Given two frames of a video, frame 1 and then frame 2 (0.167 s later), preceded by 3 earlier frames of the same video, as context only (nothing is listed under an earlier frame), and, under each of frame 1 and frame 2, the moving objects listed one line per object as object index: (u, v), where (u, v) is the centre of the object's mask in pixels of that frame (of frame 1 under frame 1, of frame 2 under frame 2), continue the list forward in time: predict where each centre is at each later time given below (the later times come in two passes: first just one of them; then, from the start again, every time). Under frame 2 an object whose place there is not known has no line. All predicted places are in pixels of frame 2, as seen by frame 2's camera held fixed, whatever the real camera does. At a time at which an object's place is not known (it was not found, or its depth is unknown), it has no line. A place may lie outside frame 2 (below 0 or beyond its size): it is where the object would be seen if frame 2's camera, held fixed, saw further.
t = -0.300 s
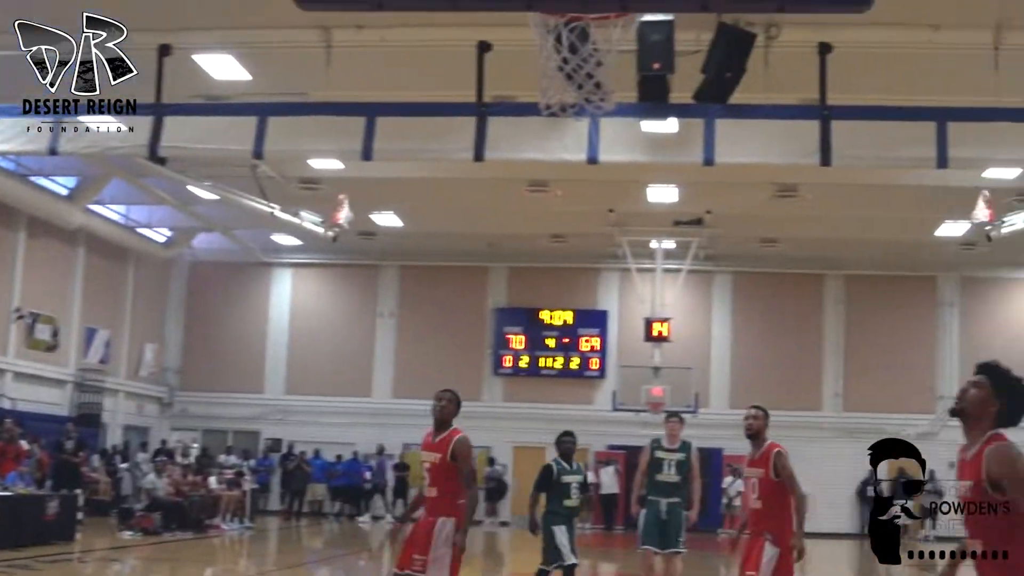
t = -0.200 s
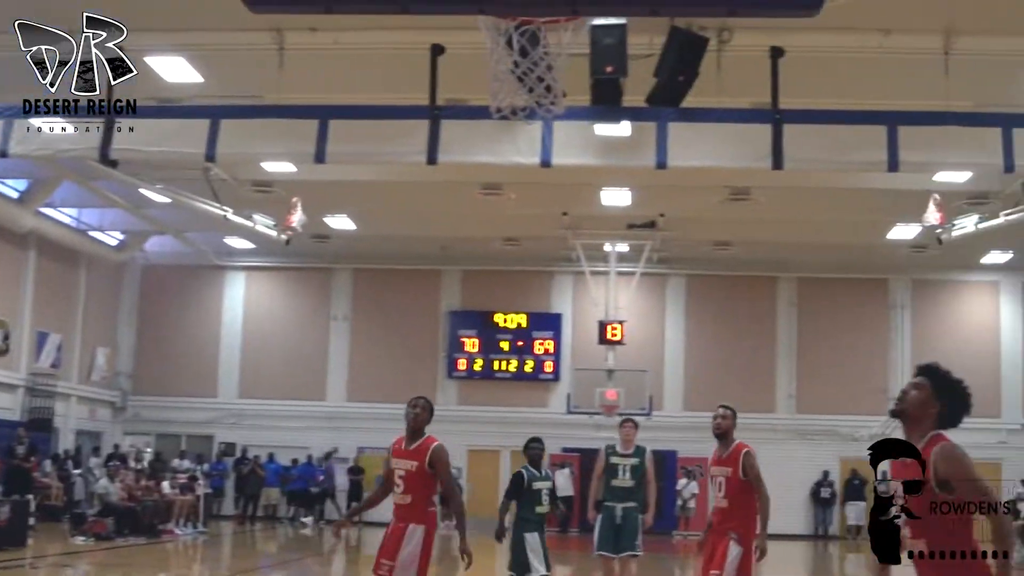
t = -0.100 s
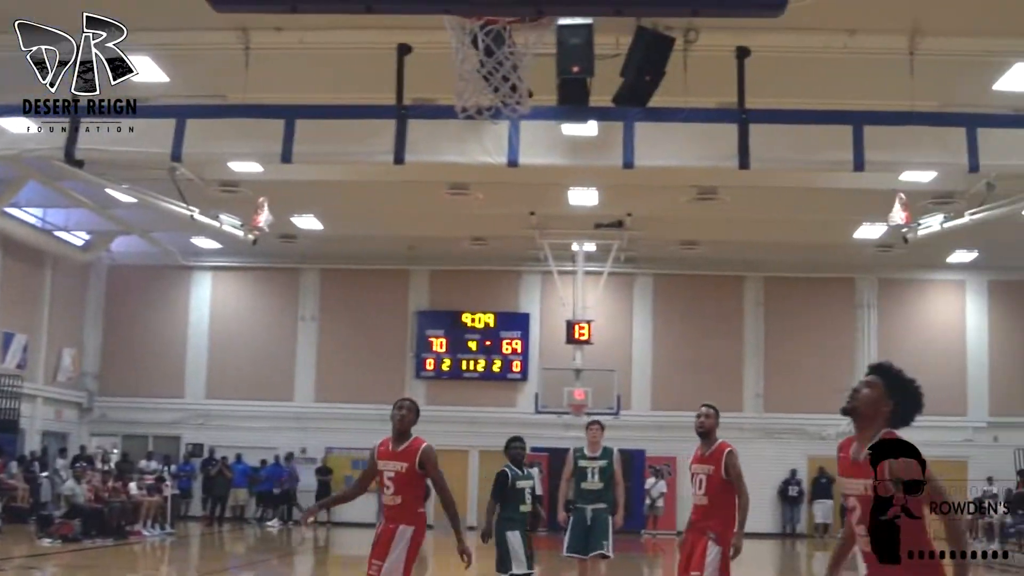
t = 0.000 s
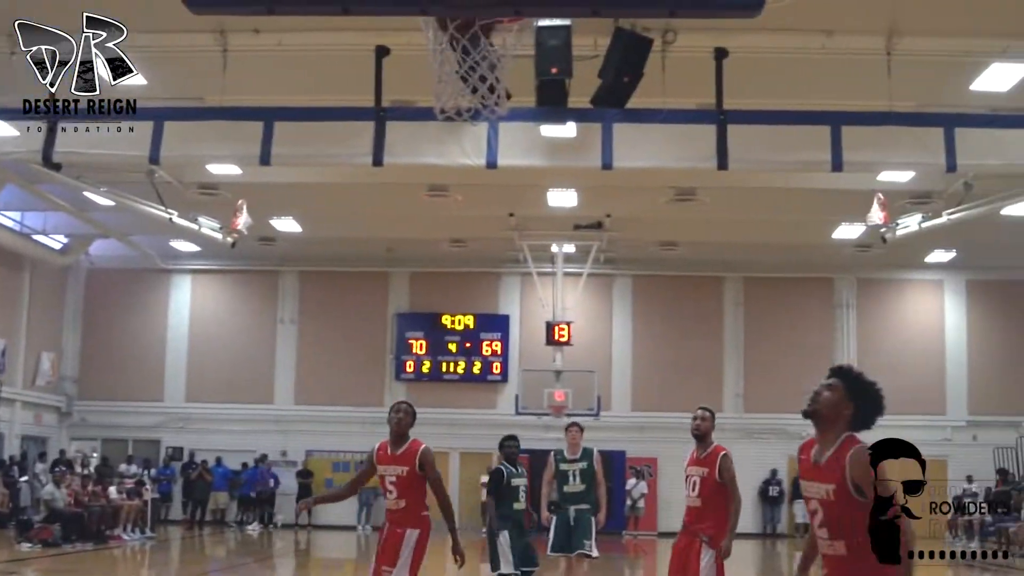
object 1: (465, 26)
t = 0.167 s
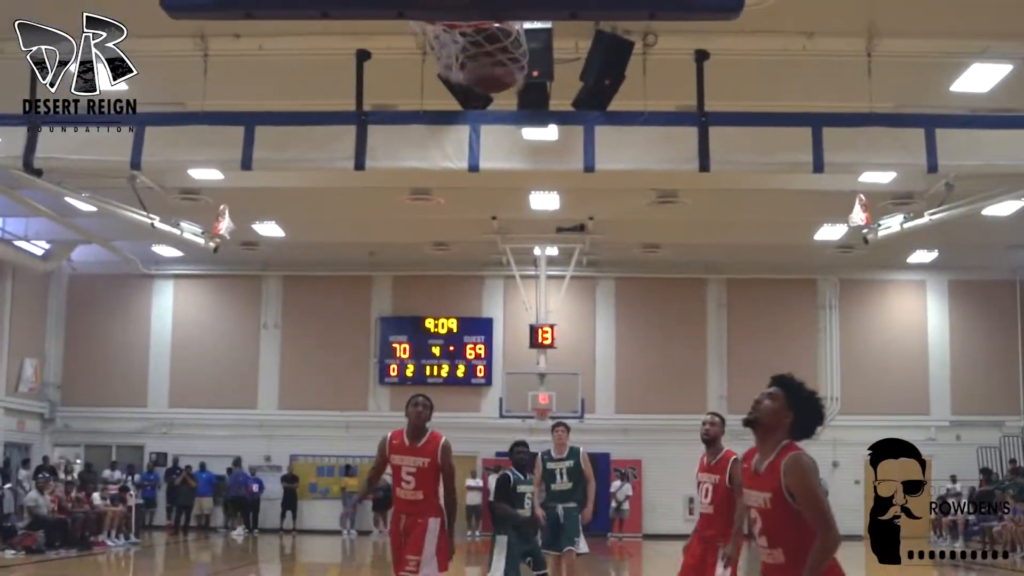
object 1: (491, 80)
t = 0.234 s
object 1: (490, 65)
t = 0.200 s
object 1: (489, 72)
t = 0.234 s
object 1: (490, 65)
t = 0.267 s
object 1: (488, 72)
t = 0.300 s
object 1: (486, 82)
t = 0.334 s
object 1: (484, 97)
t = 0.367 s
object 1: (481, 114)
